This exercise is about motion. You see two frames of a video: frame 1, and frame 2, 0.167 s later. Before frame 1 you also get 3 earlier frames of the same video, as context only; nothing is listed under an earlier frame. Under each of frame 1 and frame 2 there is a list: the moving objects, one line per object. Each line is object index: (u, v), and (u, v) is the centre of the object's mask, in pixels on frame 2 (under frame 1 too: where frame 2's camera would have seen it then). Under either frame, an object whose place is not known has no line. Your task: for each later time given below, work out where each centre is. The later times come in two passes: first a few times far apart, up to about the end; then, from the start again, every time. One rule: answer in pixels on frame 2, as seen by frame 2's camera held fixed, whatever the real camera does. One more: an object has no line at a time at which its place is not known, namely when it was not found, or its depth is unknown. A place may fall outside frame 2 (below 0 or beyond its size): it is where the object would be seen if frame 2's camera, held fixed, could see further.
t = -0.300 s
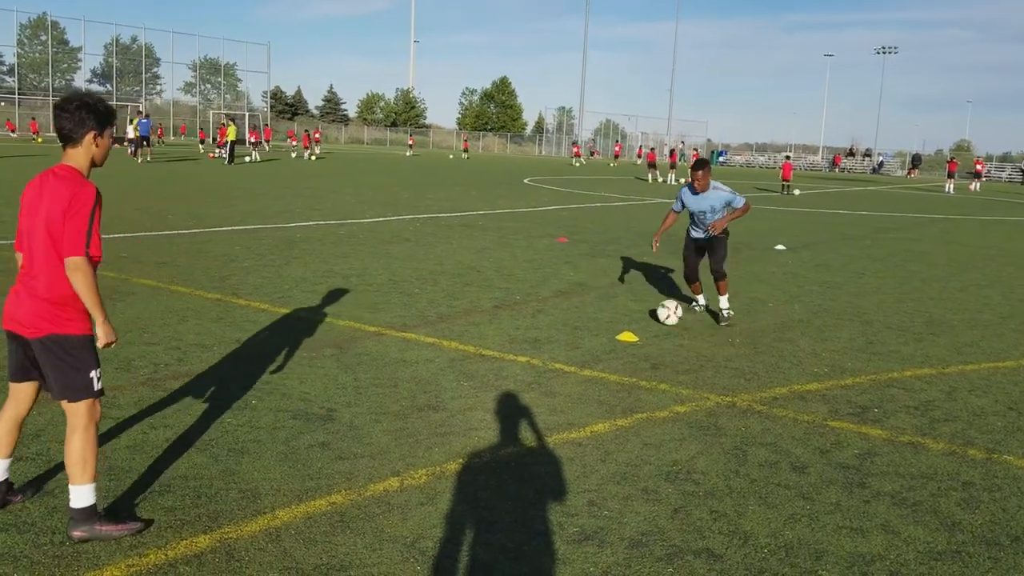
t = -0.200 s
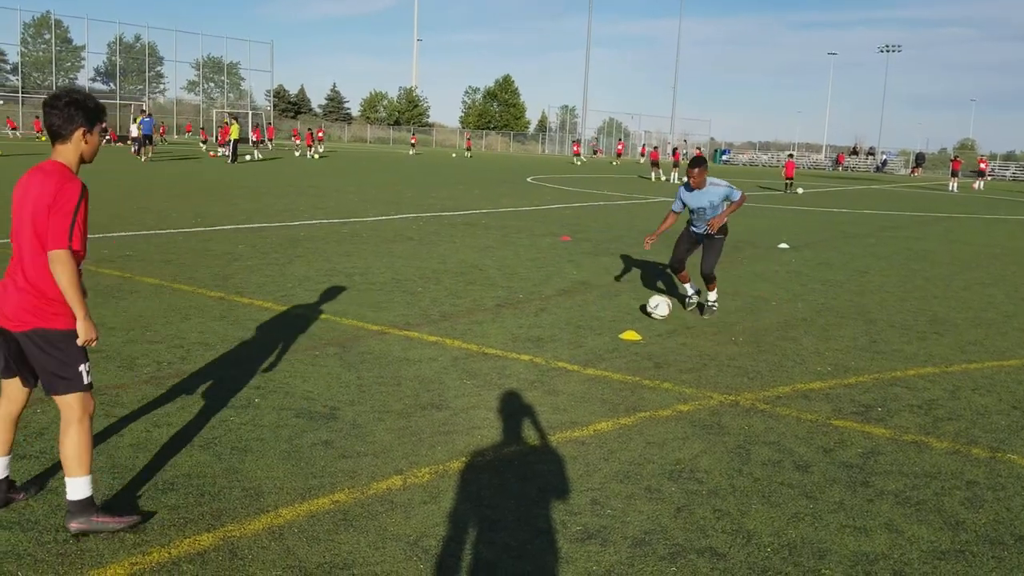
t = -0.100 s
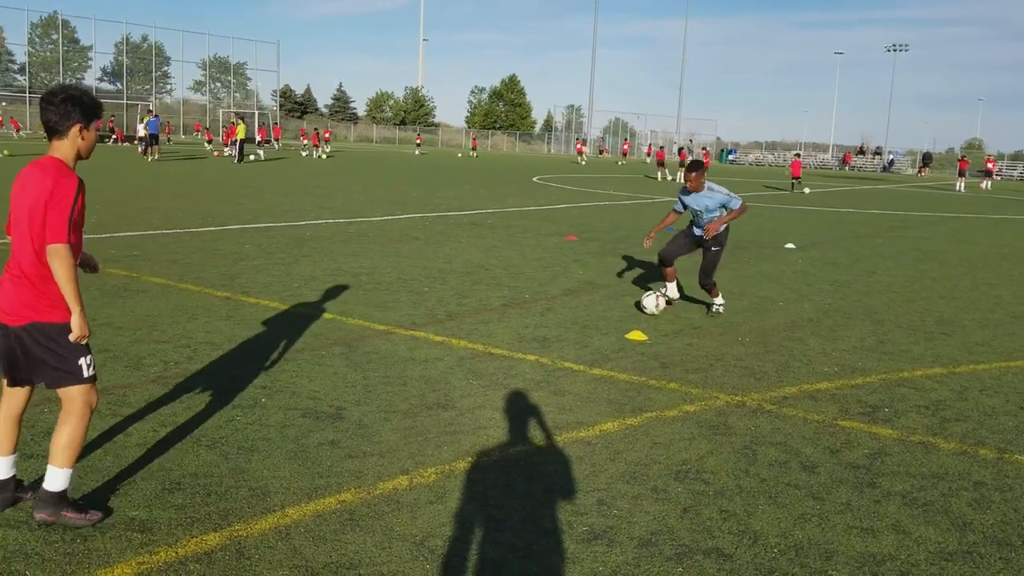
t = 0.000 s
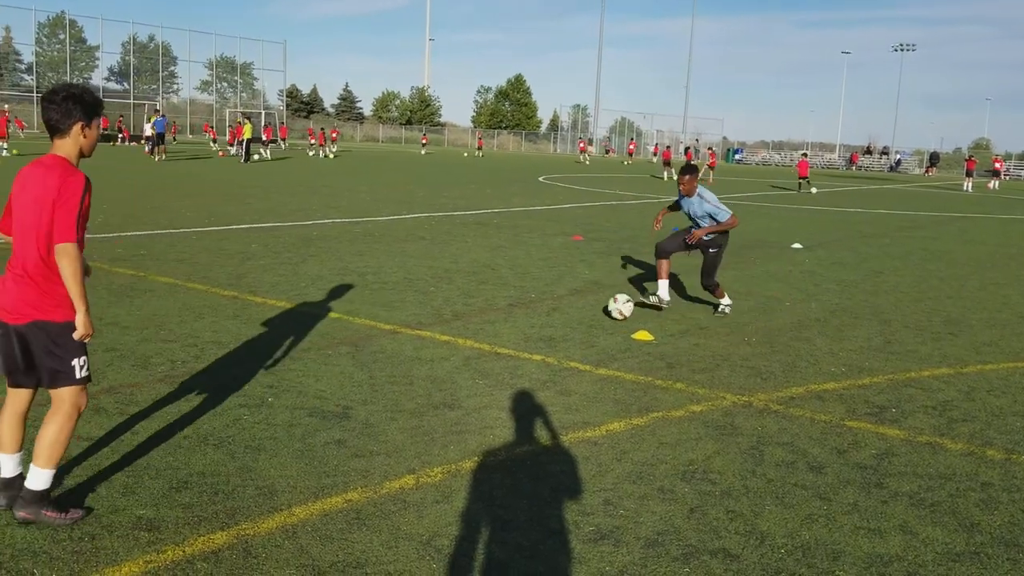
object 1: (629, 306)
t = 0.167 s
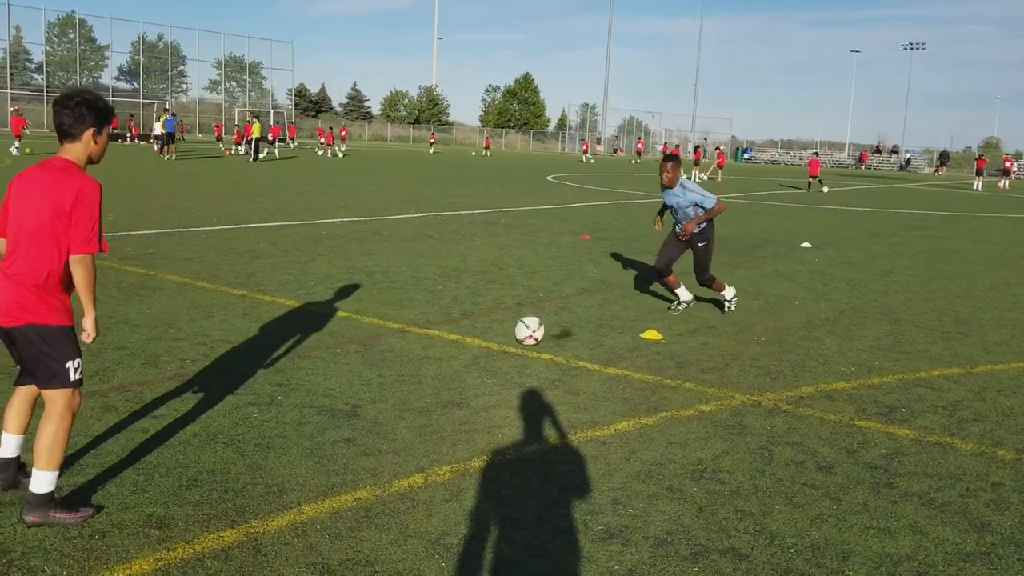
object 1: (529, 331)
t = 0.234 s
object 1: (484, 343)
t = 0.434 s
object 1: (335, 372)
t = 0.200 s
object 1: (507, 336)
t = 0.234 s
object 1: (484, 343)
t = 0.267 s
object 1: (461, 348)
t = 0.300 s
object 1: (437, 353)
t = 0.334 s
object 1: (411, 360)
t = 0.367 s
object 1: (386, 365)
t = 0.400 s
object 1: (361, 367)
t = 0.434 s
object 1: (335, 372)
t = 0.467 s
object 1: (307, 378)
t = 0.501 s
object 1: (277, 388)
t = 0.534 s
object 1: (248, 393)
